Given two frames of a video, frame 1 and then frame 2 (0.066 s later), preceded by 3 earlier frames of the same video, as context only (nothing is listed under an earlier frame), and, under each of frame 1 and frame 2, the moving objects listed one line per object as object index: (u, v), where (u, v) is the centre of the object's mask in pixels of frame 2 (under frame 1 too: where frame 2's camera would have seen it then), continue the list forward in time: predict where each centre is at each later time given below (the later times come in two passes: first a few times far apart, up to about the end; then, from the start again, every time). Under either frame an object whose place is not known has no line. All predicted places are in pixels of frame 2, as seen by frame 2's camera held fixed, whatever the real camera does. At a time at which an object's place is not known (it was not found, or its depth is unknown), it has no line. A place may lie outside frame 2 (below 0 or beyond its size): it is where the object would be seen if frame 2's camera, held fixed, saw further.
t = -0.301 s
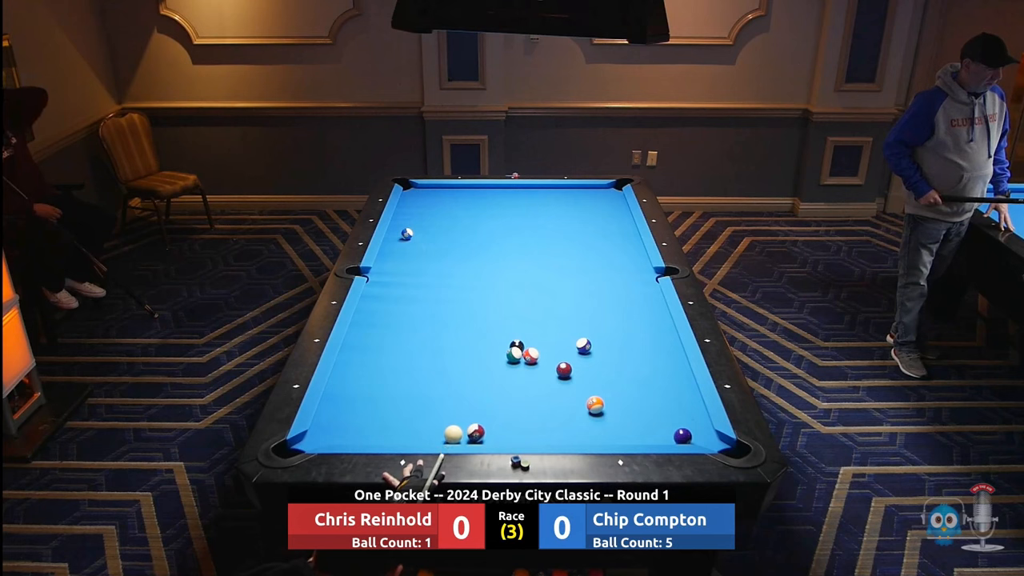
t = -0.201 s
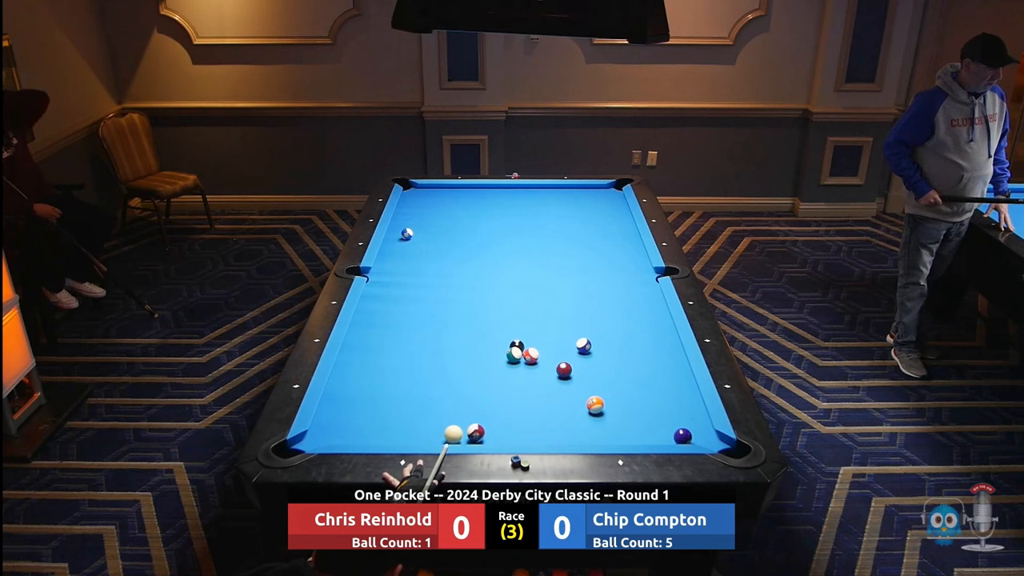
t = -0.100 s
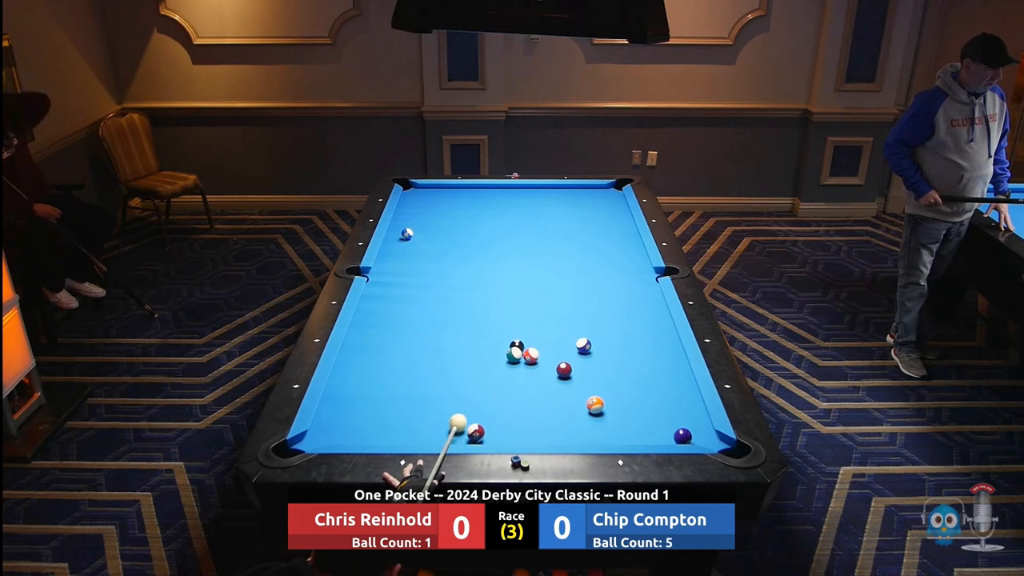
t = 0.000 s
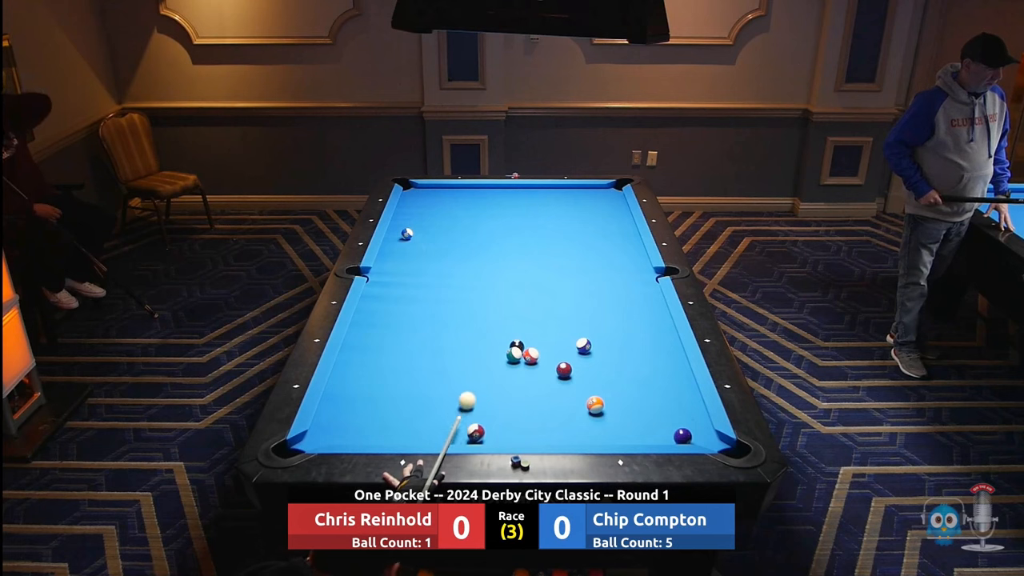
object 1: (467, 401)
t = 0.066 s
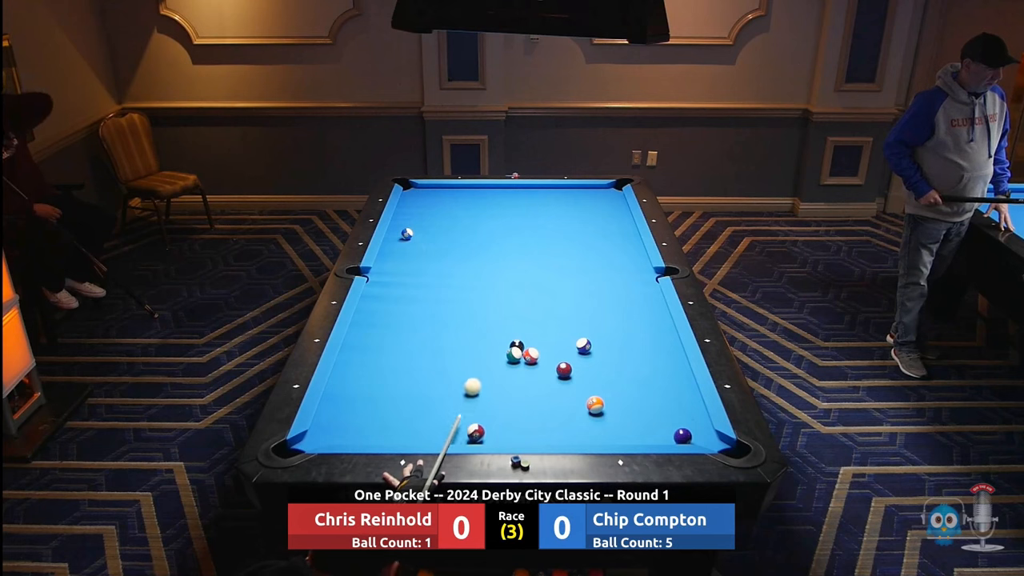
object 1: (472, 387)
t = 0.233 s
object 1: (485, 355)
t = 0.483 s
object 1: (501, 316)
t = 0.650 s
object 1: (510, 294)
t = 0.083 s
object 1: (474, 383)
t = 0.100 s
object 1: (475, 380)
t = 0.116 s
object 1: (476, 377)
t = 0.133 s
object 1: (478, 374)
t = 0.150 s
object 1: (479, 370)
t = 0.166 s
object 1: (480, 367)
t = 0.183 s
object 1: (481, 364)
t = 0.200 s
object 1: (482, 361)
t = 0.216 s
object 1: (484, 359)
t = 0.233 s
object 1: (485, 355)
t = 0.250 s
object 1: (486, 352)
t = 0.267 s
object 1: (487, 350)
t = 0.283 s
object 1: (488, 347)
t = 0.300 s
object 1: (490, 344)
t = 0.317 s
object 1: (491, 341)
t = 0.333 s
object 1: (492, 339)
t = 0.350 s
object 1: (493, 336)
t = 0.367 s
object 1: (494, 333)
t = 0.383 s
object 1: (495, 331)
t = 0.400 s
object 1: (496, 328)
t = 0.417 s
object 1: (497, 326)
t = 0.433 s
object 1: (498, 323)
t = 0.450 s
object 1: (499, 321)
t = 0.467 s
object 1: (500, 318)
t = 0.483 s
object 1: (501, 316)
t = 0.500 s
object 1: (502, 314)
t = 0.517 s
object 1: (503, 311)
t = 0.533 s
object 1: (504, 309)
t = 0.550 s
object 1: (505, 307)
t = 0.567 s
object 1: (506, 304)
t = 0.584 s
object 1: (506, 302)
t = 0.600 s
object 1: (507, 300)
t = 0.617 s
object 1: (508, 298)
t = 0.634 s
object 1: (509, 296)
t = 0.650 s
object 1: (510, 294)
